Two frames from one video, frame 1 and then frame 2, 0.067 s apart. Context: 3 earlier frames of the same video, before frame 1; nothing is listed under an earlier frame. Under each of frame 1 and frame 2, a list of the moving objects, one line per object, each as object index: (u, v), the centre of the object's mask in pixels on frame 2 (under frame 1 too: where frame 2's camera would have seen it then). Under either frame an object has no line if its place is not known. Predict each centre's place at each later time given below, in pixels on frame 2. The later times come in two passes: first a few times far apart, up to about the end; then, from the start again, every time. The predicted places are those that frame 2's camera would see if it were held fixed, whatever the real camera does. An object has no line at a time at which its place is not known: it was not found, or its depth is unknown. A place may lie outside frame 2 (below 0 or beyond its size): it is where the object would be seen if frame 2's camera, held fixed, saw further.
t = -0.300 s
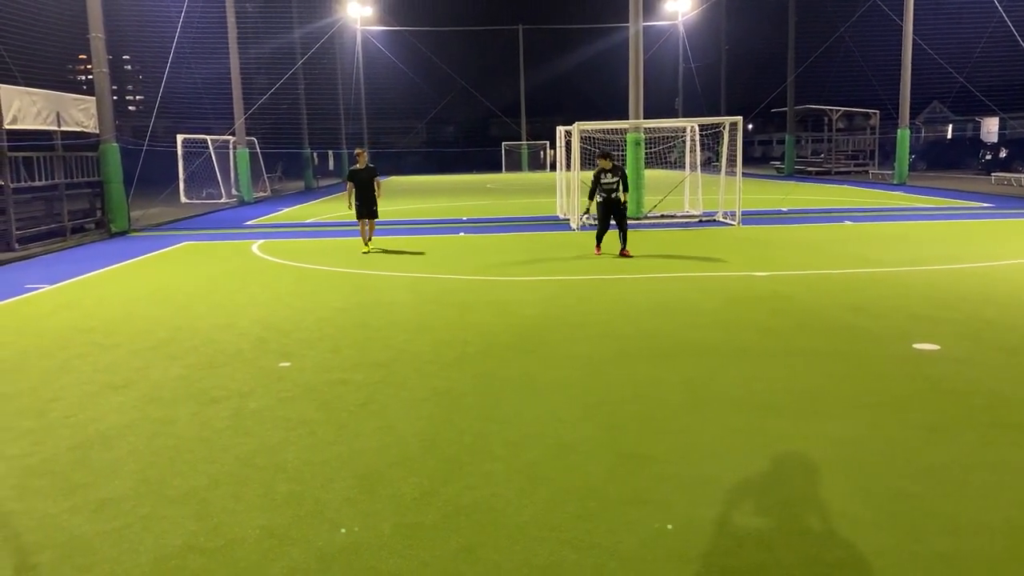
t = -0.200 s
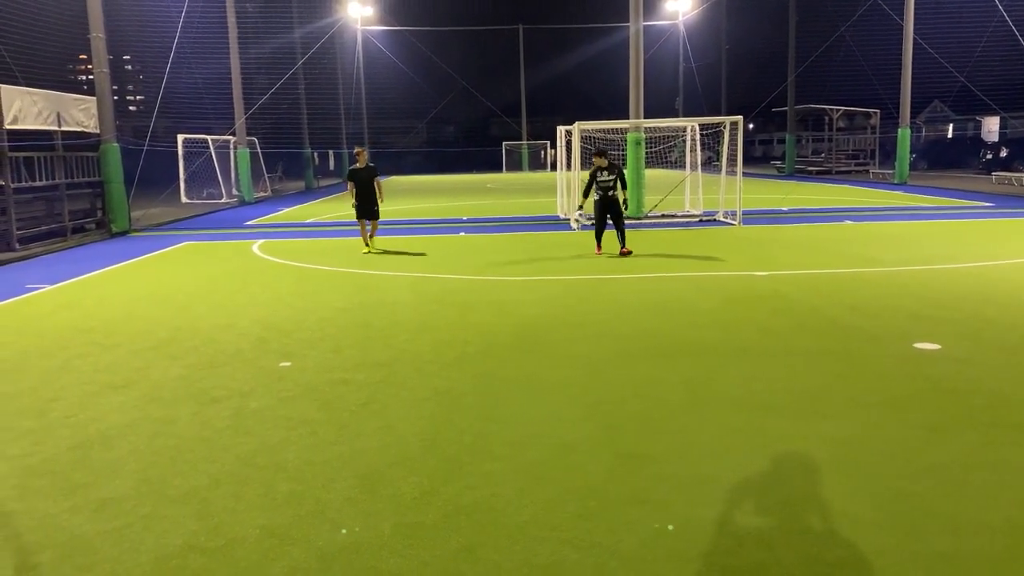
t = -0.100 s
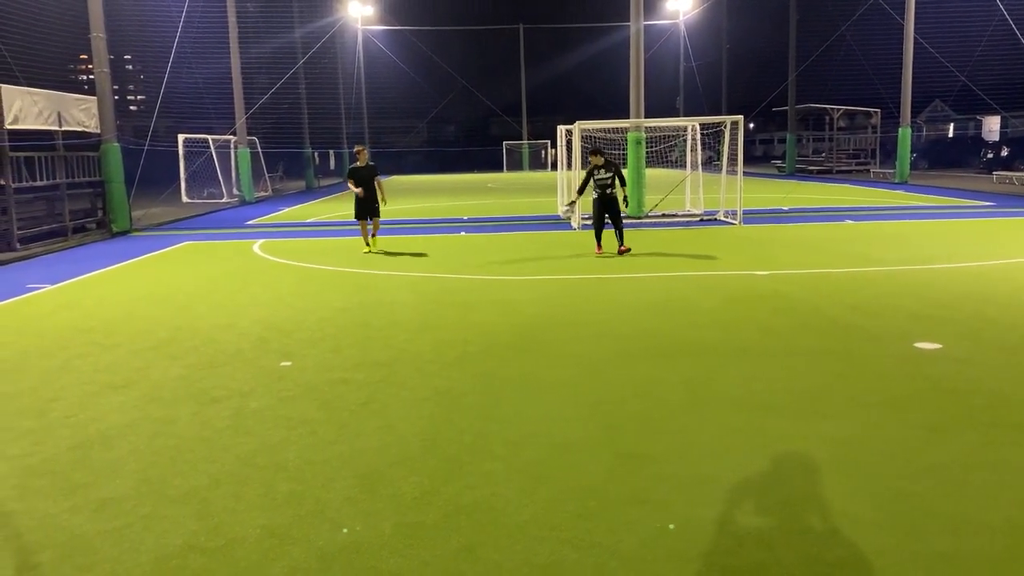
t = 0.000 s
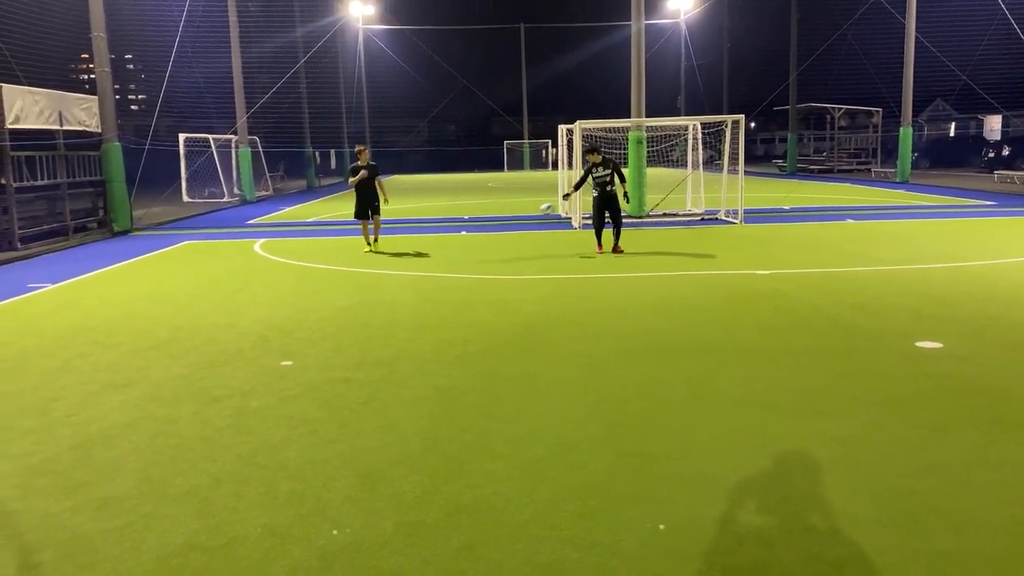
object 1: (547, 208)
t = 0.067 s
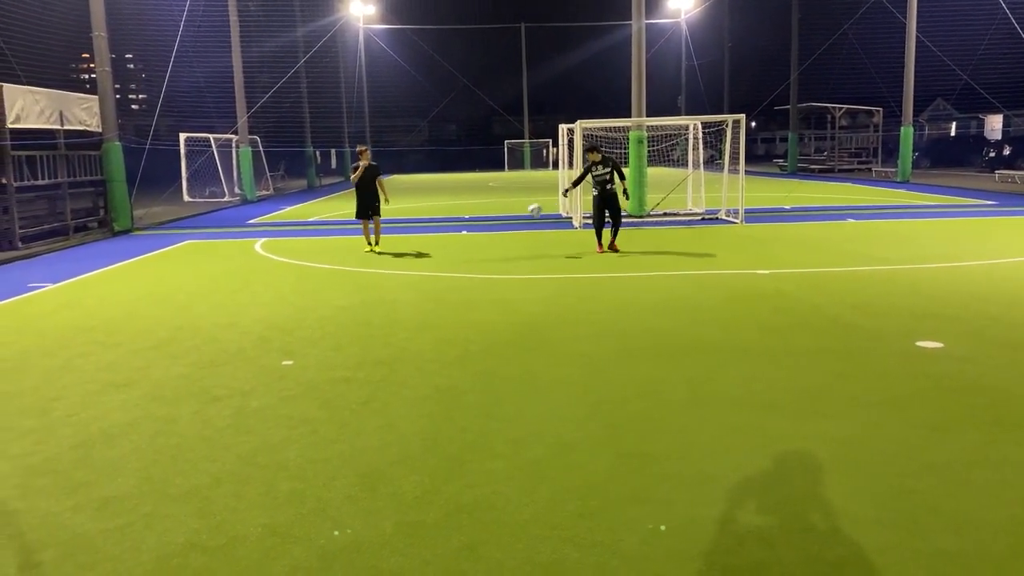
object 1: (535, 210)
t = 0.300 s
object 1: (491, 238)
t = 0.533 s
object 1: (458, 241)
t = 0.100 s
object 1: (529, 211)
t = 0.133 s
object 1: (522, 214)
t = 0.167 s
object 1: (516, 218)
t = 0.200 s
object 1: (510, 221)
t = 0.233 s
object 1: (504, 226)
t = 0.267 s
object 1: (497, 232)
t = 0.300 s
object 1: (491, 238)
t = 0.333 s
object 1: (485, 245)
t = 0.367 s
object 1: (479, 252)
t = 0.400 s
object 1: (475, 248)
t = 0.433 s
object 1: (470, 245)
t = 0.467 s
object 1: (466, 243)
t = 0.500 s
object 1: (462, 241)
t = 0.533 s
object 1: (458, 241)
